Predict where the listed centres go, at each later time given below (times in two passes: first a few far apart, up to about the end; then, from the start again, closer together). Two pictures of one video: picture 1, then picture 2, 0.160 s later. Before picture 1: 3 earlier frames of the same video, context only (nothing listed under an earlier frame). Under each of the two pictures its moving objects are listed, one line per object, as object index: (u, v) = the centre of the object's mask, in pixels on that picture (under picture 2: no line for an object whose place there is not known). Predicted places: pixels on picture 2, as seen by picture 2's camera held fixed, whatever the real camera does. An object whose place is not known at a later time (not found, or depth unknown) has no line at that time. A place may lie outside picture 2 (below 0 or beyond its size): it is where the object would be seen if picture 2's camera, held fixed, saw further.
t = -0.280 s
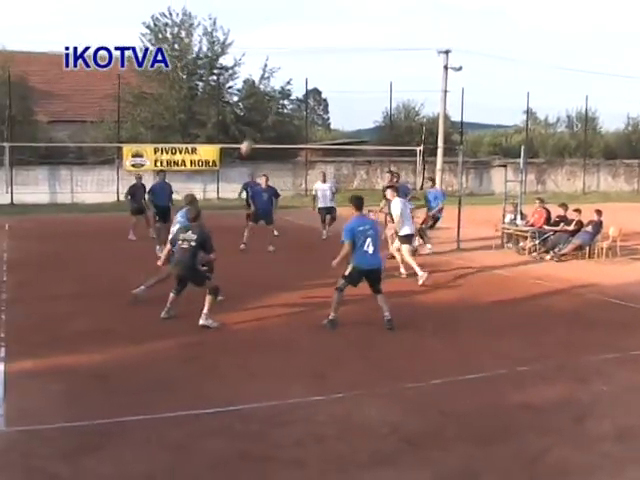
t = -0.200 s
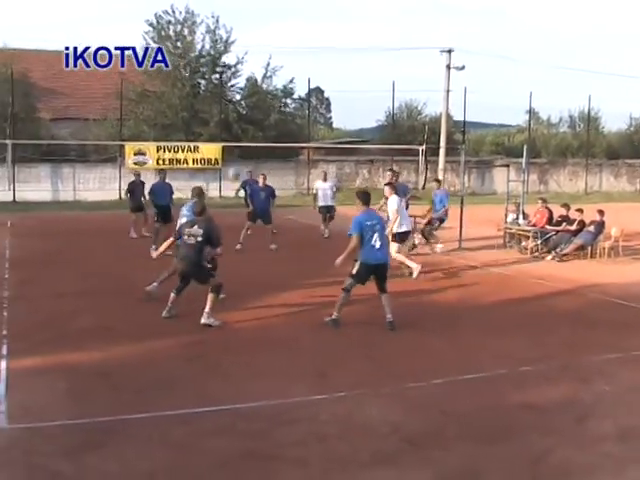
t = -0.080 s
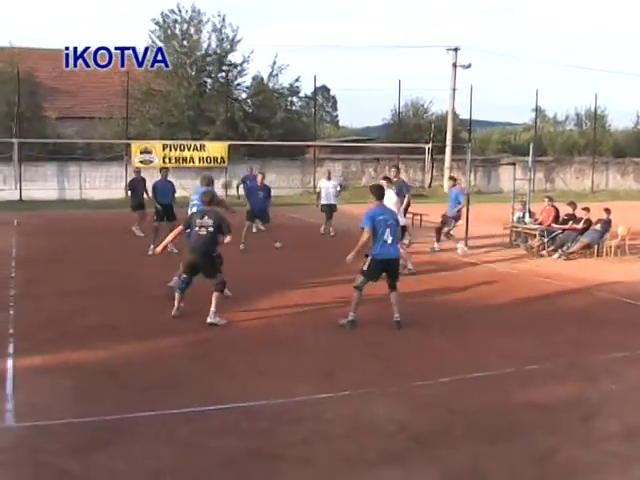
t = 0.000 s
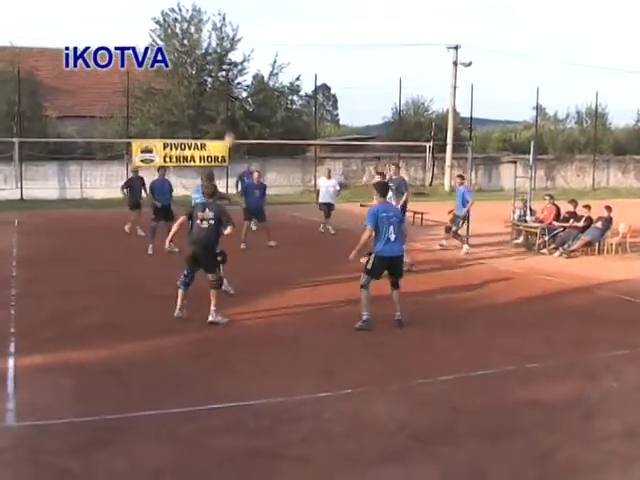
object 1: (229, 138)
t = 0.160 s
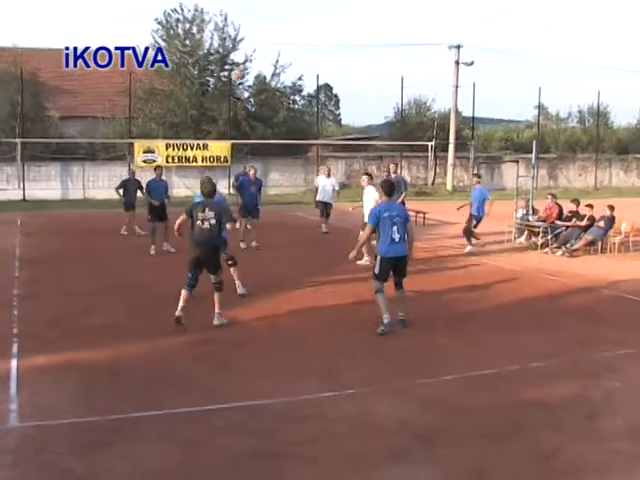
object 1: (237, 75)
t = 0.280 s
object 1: (243, 38)
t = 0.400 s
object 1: (247, 10)
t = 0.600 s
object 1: (253, -18)
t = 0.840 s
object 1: (257, -19)
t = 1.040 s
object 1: (260, 5)
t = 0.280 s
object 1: (243, 38)
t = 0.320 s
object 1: (245, 27)
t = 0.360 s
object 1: (246, 18)
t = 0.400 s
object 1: (247, 10)
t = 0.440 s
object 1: (248, 2)
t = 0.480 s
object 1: (250, -4)
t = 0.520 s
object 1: (251, -10)
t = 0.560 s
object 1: (252, -14)
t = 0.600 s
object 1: (253, -18)
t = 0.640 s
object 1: (254, -20)
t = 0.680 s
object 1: (255, -22)
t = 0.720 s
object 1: (255, -23)
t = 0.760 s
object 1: (256, -22)
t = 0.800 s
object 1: (257, -21)
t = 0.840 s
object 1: (257, -19)
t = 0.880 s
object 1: (258, -16)
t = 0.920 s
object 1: (258, -12)
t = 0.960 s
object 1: (259, -7)
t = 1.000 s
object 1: (259, -2)
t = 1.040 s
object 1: (260, 5)
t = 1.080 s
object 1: (260, 13)
